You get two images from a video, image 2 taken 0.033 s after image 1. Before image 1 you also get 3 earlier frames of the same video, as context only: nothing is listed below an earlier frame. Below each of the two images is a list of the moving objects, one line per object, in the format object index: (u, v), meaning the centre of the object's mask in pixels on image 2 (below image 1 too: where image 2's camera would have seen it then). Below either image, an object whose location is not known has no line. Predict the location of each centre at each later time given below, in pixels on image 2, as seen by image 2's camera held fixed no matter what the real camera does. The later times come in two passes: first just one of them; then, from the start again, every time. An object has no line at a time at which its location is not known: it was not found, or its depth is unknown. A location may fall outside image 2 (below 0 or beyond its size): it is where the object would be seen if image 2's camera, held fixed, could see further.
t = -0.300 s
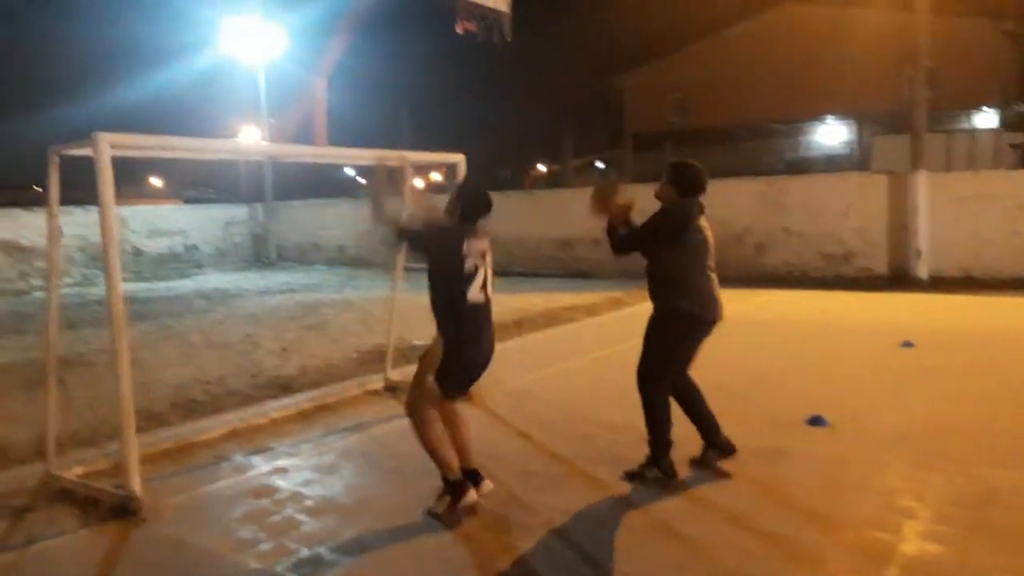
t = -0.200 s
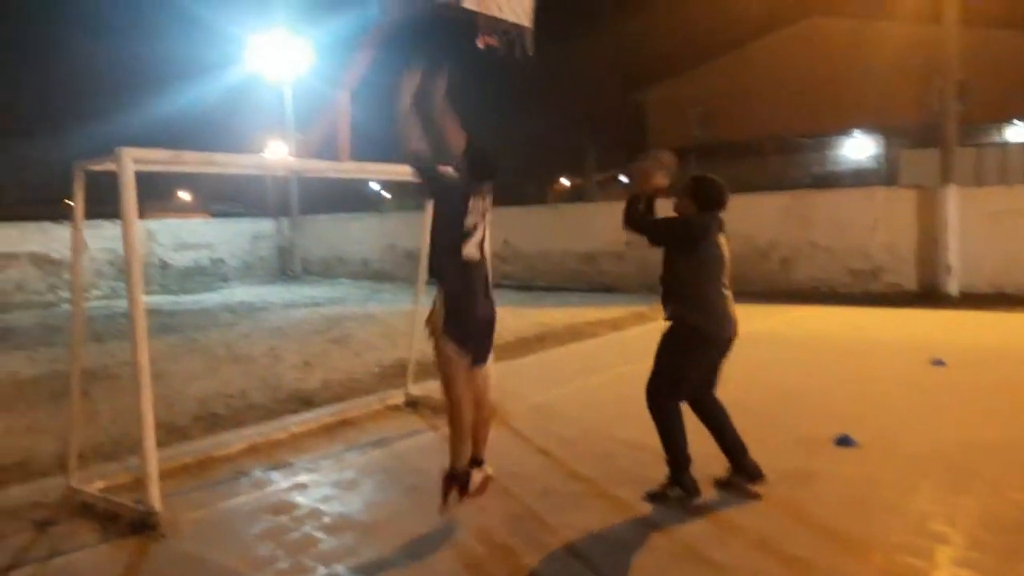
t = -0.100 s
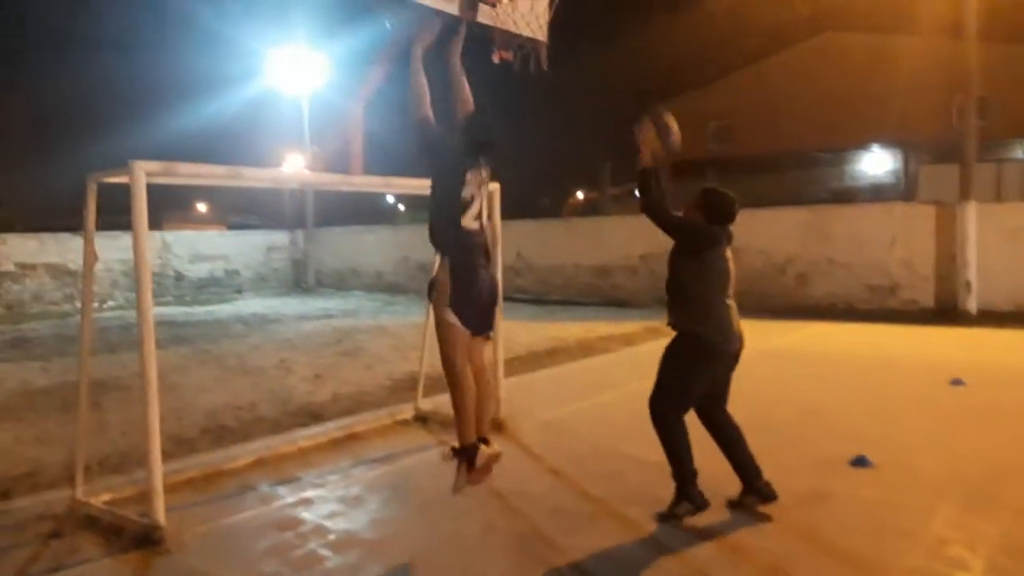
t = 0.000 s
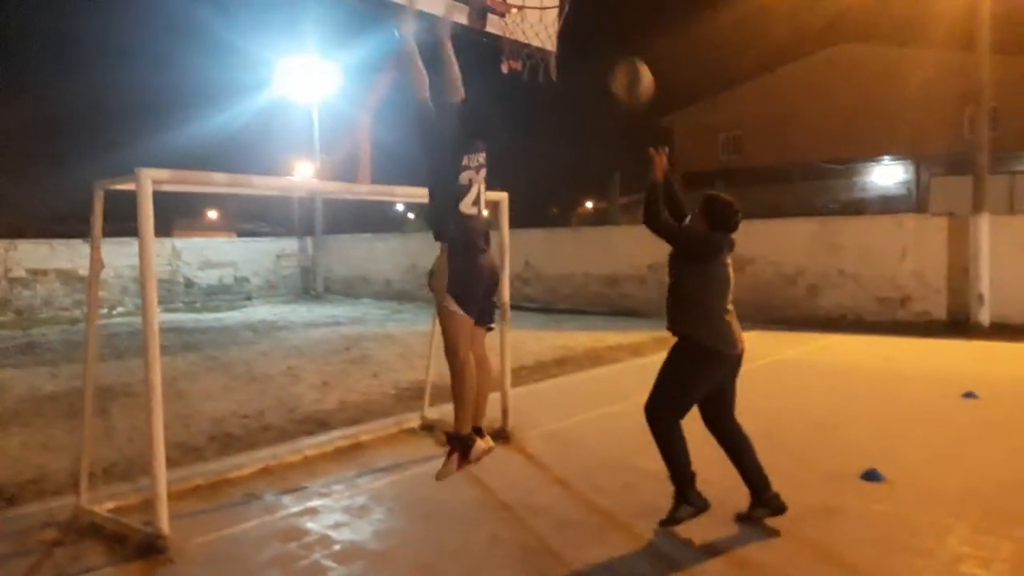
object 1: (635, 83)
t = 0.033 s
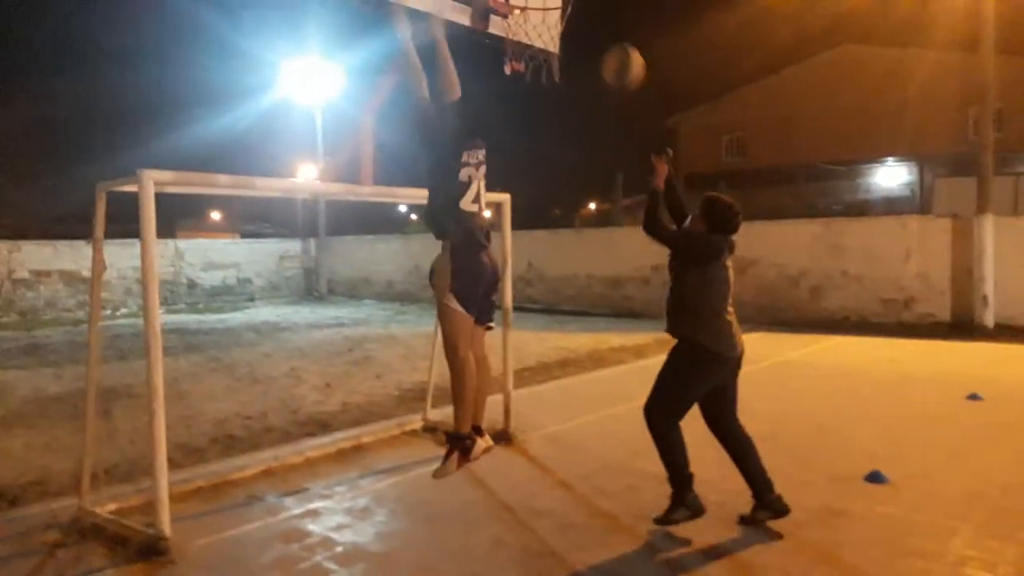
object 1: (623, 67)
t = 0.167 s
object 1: (580, 20)
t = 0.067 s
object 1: (612, 53)
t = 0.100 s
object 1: (601, 40)
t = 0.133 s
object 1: (588, 29)
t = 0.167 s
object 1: (580, 20)
